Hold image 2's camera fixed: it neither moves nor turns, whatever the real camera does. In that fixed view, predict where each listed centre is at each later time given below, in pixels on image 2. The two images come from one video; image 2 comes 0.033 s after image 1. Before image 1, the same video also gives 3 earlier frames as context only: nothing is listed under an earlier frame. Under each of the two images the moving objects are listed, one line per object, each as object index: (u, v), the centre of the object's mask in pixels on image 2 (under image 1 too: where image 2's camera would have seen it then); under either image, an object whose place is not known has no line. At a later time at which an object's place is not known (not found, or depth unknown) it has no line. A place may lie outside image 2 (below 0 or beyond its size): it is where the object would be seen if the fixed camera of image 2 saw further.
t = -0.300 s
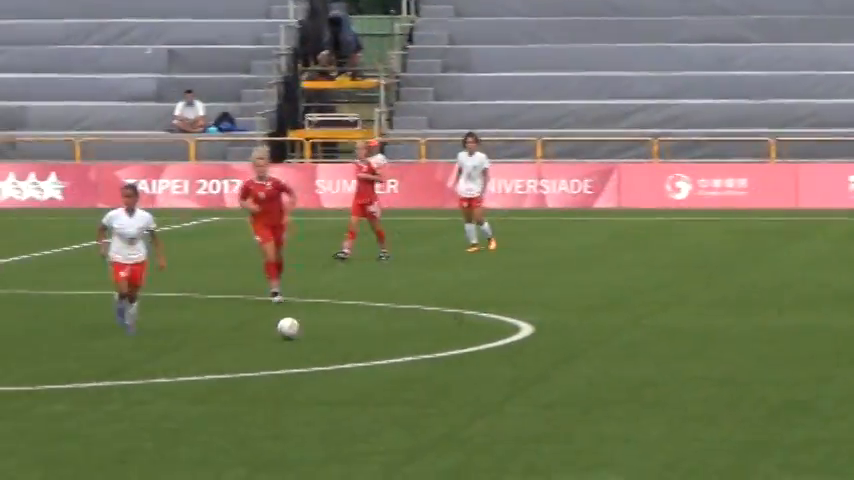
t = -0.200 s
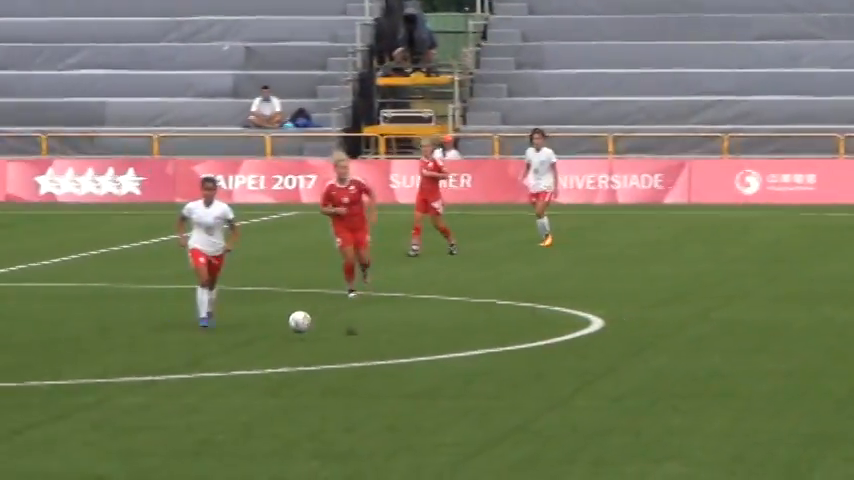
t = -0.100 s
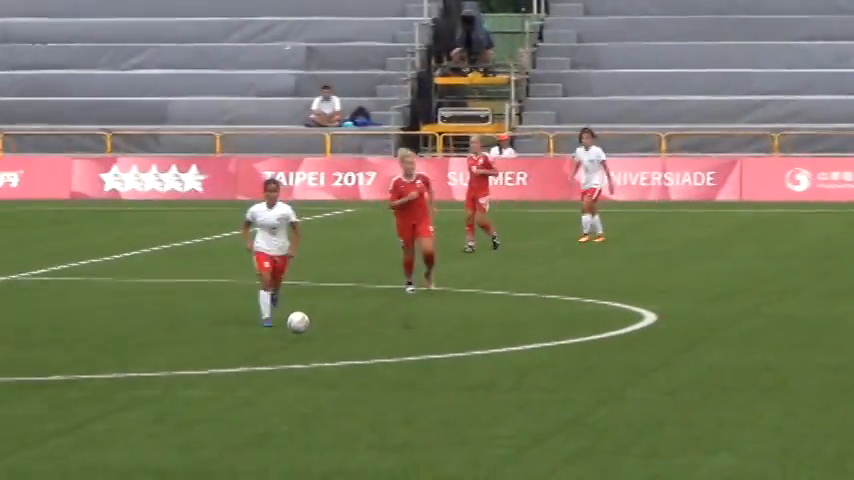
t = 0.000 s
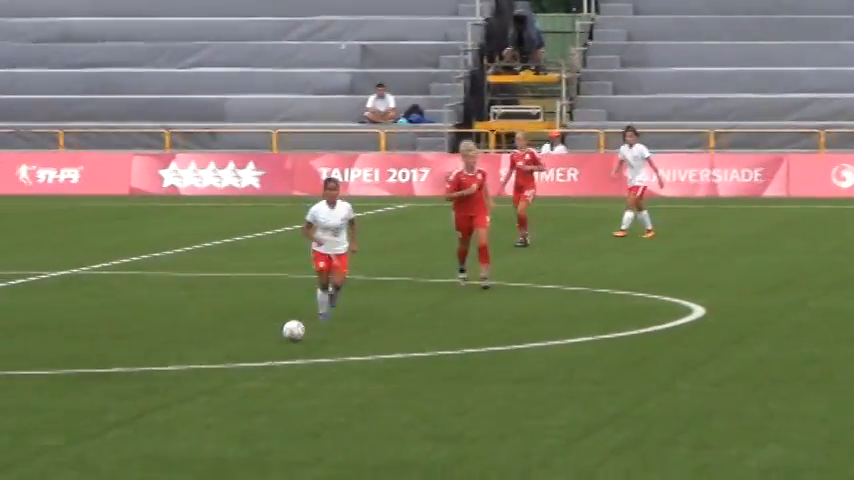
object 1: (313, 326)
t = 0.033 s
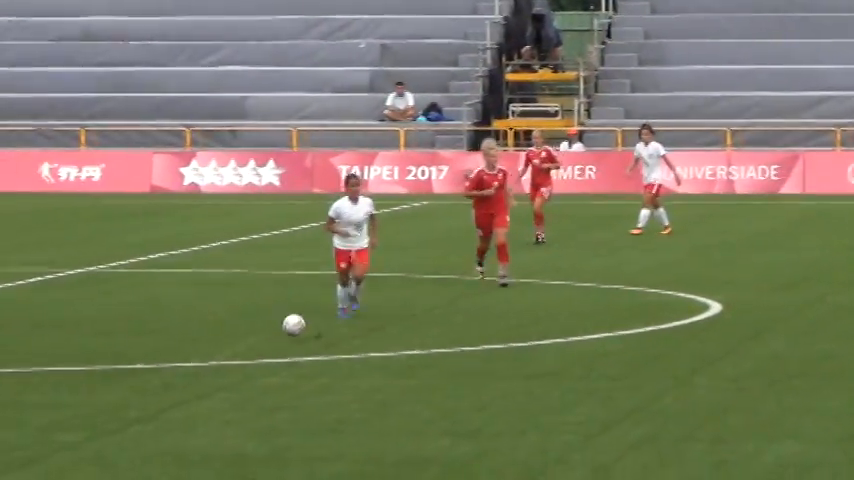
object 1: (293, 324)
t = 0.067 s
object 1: (274, 323)
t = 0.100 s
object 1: (253, 324)
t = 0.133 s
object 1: (233, 325)
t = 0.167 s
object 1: (213, 328)
